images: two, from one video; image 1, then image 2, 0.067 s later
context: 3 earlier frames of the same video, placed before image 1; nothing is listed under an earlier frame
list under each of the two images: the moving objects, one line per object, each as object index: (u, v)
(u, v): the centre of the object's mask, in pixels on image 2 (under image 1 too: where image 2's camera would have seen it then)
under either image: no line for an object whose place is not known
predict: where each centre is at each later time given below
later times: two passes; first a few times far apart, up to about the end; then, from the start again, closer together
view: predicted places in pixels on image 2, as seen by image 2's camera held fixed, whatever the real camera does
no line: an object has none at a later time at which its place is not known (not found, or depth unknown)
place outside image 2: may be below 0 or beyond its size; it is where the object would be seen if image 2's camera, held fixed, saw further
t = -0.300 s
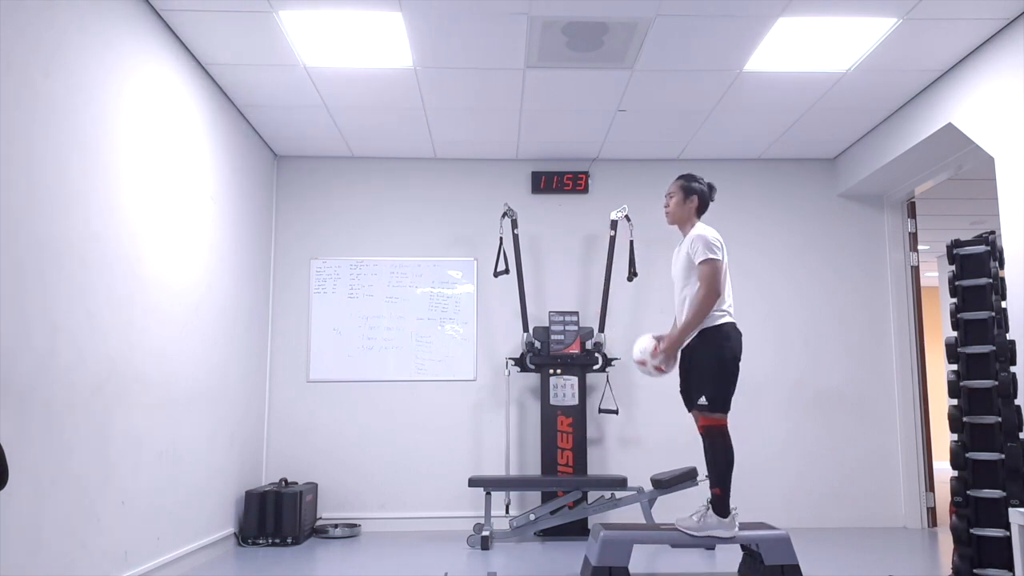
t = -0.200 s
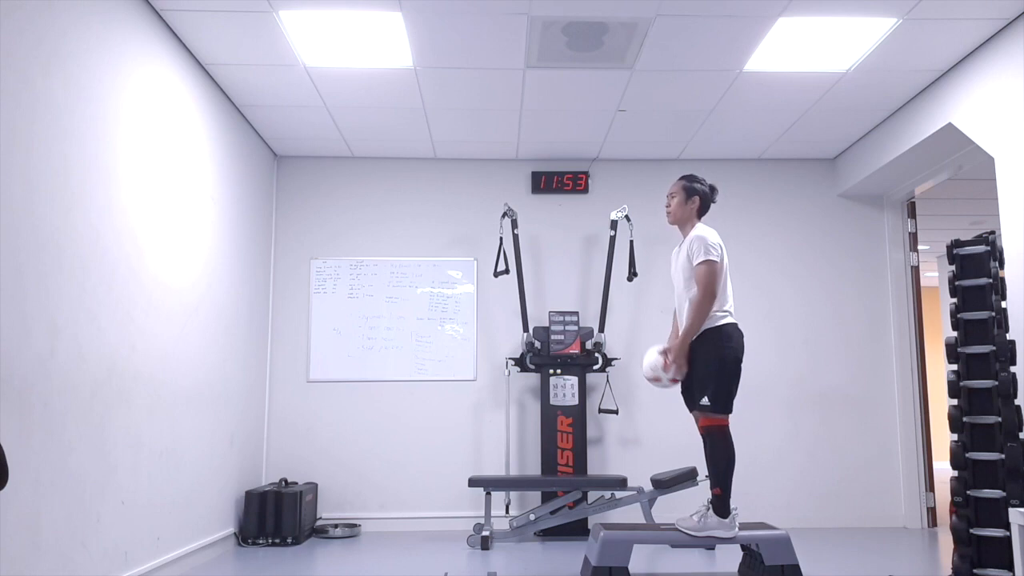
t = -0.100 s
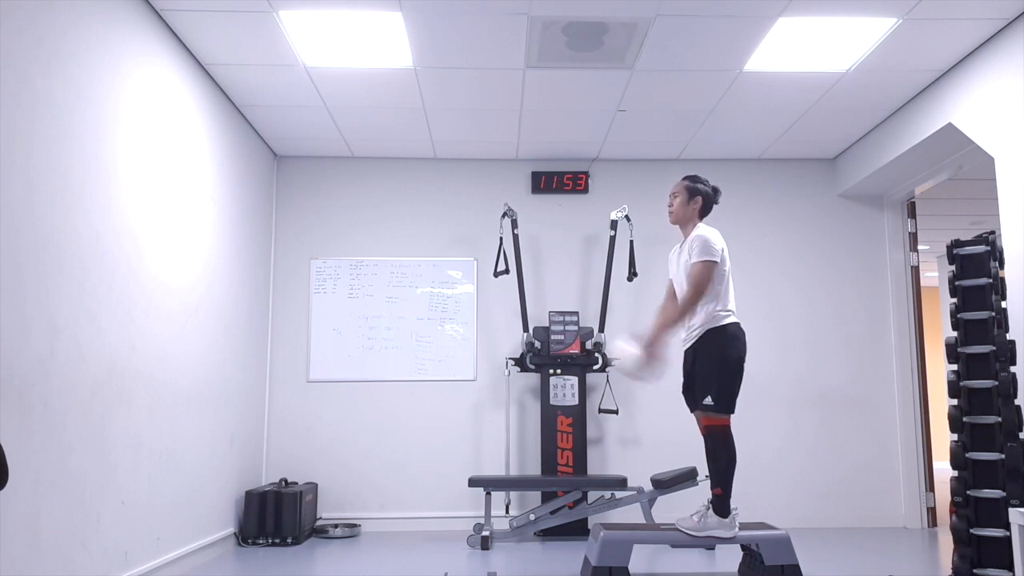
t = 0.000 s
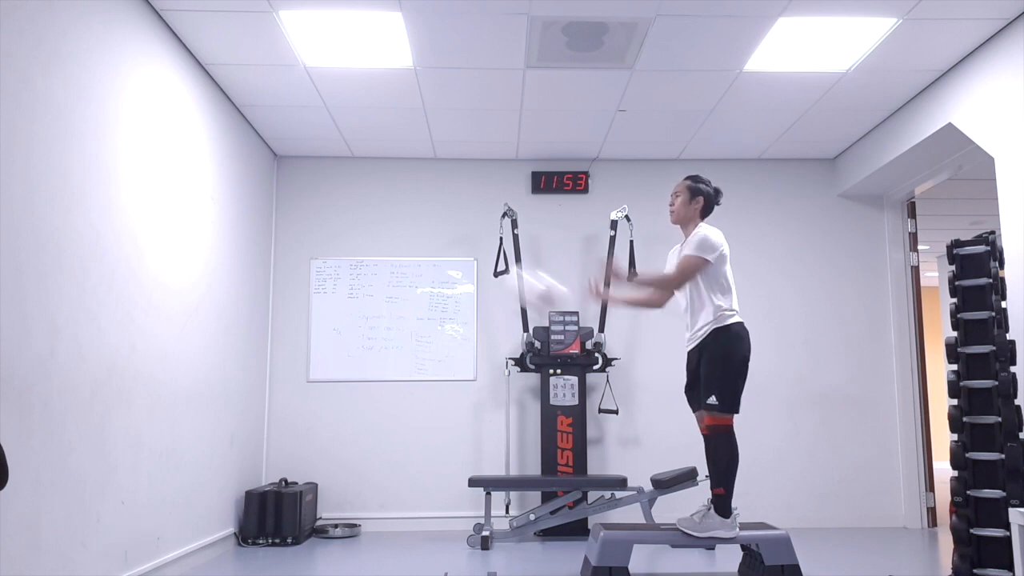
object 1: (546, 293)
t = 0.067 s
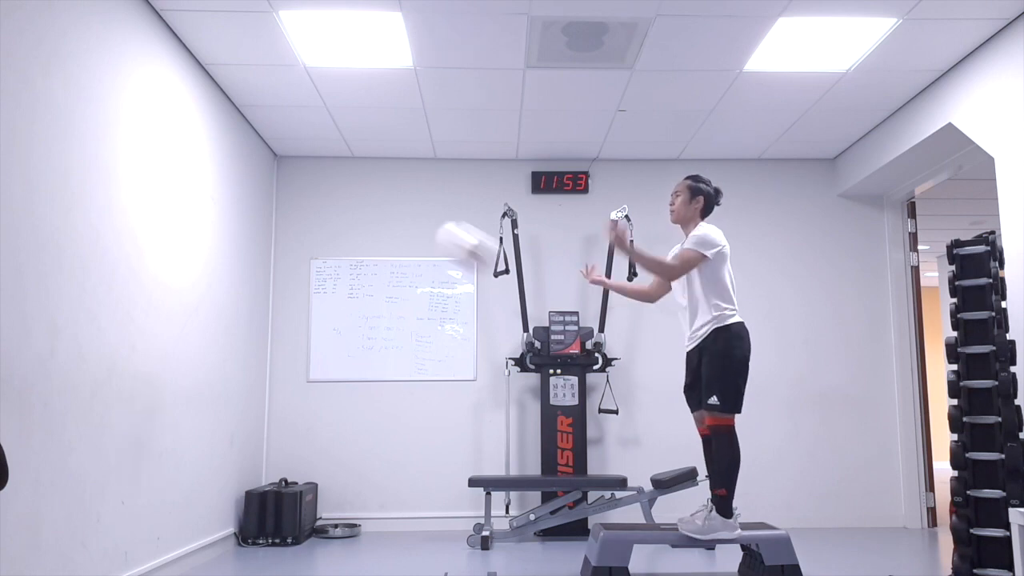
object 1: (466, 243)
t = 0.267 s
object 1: (261, 164)
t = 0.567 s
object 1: (348, 182)
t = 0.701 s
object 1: (455, 242)
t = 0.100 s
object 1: (433, 225)
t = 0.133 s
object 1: (399, 208)
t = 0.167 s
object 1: (364, 193)
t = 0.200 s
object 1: (326, 183)
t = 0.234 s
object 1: (293, 173)
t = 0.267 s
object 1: (261, 164)
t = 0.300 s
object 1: (227, 159)
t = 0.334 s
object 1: (192, 156)
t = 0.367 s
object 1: (193, 153)
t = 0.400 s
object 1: (219, 153)
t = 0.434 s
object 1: (245, 152)
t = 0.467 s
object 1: (274, 156)
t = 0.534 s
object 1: (320, 170)
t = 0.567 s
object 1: (348, 182)
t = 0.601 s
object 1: (375, 193)
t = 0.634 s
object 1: (404, 207)
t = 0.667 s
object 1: (431, 225)
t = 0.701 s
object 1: (455, 242)
